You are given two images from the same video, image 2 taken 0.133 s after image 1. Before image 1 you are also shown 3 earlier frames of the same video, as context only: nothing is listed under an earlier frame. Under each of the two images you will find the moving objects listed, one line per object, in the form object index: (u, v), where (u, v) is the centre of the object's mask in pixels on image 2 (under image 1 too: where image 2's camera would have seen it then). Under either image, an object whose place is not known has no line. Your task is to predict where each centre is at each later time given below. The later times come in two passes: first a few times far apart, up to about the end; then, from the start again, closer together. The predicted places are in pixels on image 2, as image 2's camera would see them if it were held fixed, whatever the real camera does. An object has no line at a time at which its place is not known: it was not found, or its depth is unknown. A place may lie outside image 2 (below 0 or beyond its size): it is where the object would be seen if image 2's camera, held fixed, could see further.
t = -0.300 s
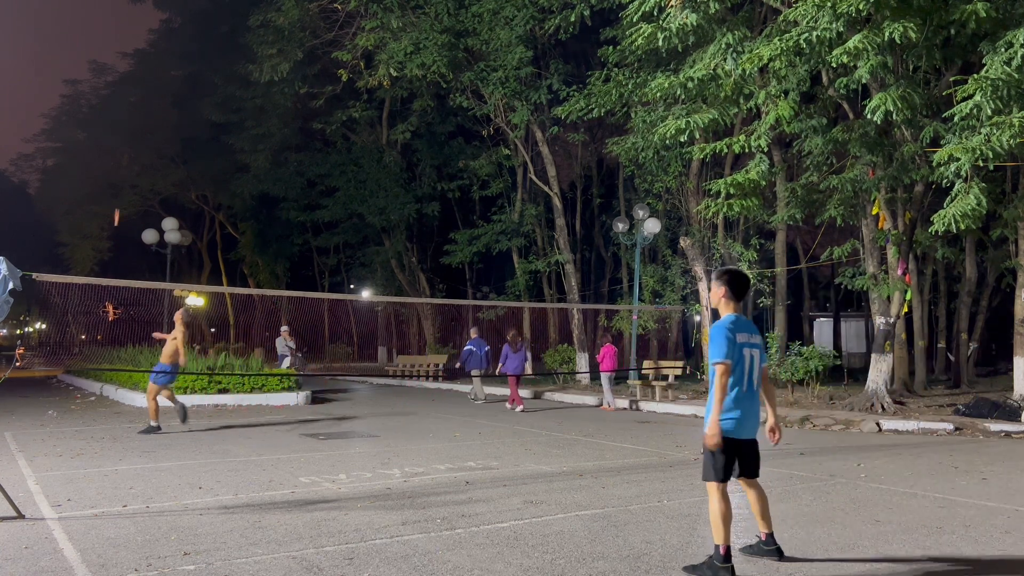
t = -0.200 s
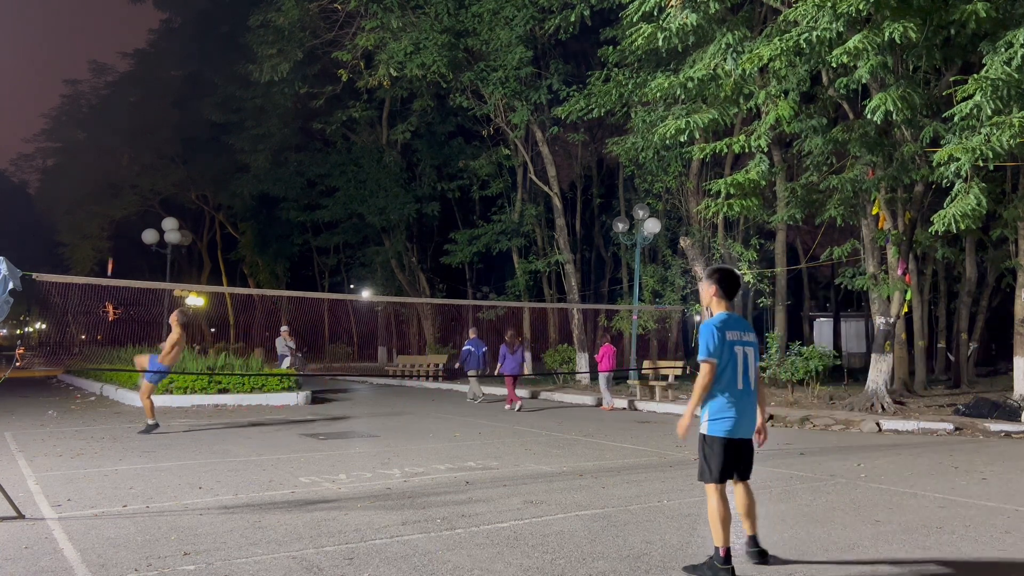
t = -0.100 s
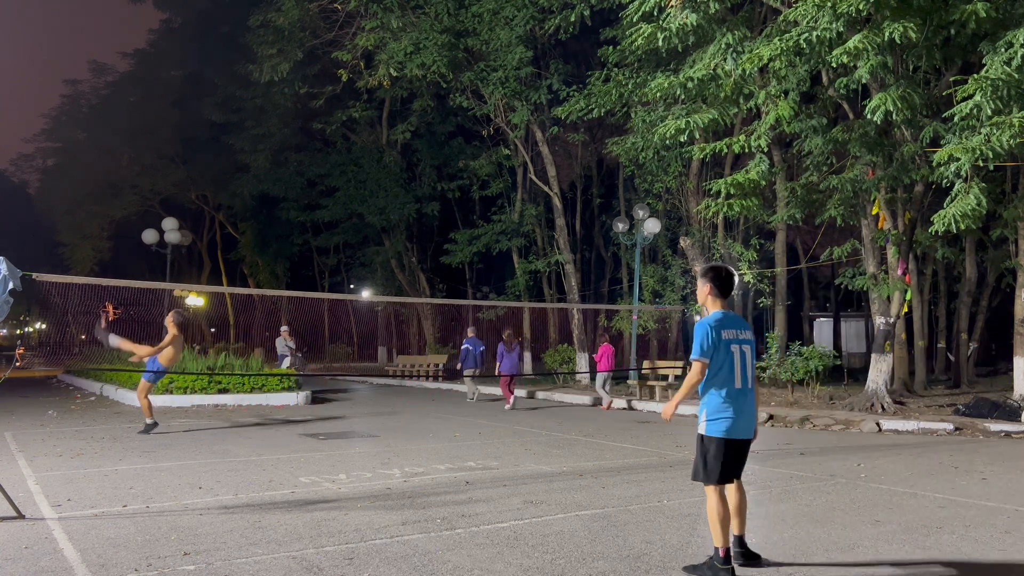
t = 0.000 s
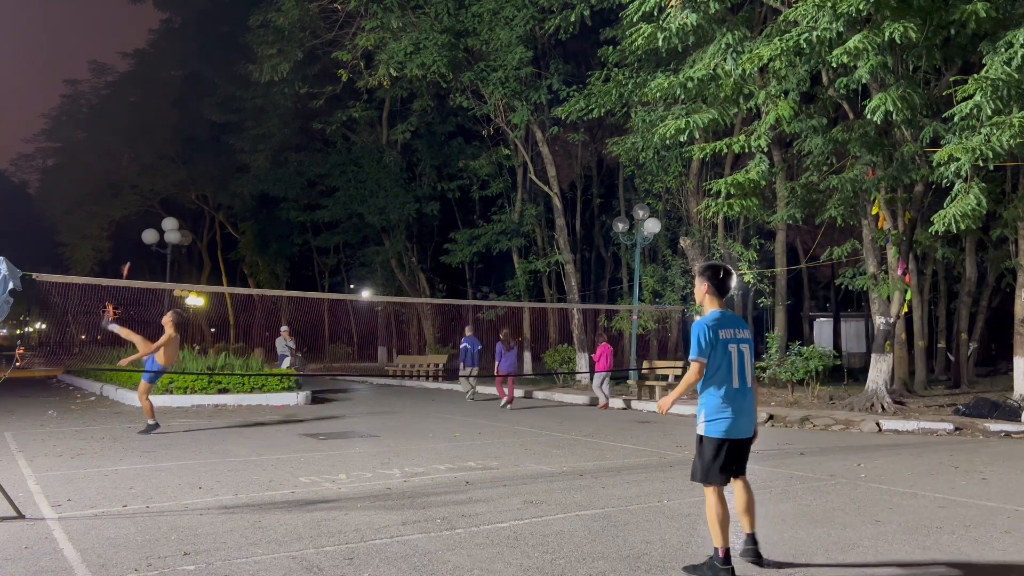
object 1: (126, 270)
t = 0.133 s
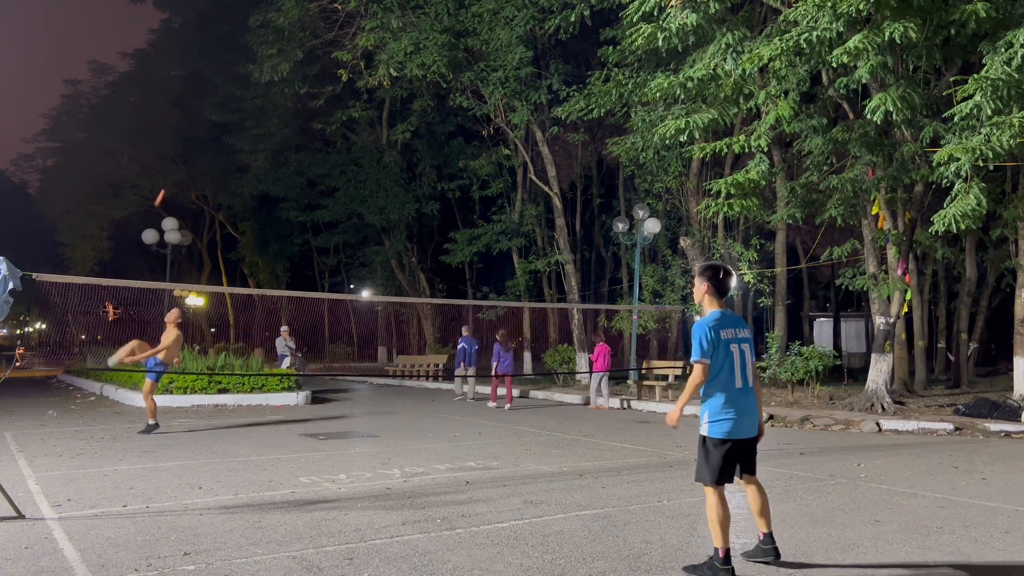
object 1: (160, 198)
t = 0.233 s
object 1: (186, 148)
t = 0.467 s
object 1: (257, 54)
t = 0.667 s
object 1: (330, 3)
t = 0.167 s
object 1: (168, 181)
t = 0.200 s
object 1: (177, 164)
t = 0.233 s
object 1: (186, 148)
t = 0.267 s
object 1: (196, 133)
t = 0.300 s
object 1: (206, 119)
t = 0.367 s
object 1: (225, 92)
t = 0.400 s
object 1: (235, 77)
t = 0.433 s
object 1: (245, 65)
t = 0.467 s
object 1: (257, 54)
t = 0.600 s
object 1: (304, 17)
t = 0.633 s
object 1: (317, 9)
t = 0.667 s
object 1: (330, 3)
